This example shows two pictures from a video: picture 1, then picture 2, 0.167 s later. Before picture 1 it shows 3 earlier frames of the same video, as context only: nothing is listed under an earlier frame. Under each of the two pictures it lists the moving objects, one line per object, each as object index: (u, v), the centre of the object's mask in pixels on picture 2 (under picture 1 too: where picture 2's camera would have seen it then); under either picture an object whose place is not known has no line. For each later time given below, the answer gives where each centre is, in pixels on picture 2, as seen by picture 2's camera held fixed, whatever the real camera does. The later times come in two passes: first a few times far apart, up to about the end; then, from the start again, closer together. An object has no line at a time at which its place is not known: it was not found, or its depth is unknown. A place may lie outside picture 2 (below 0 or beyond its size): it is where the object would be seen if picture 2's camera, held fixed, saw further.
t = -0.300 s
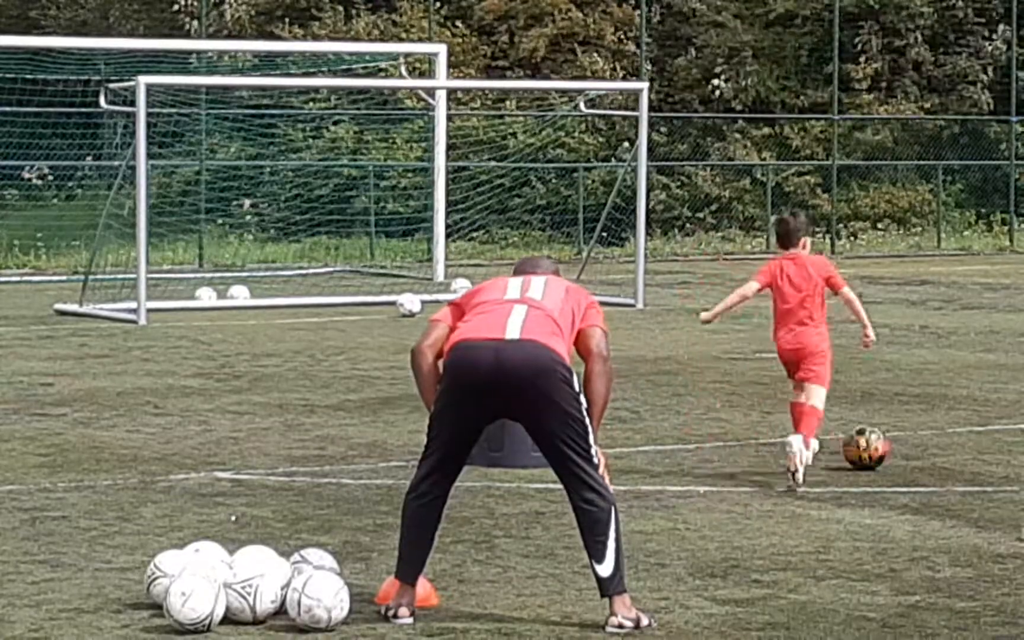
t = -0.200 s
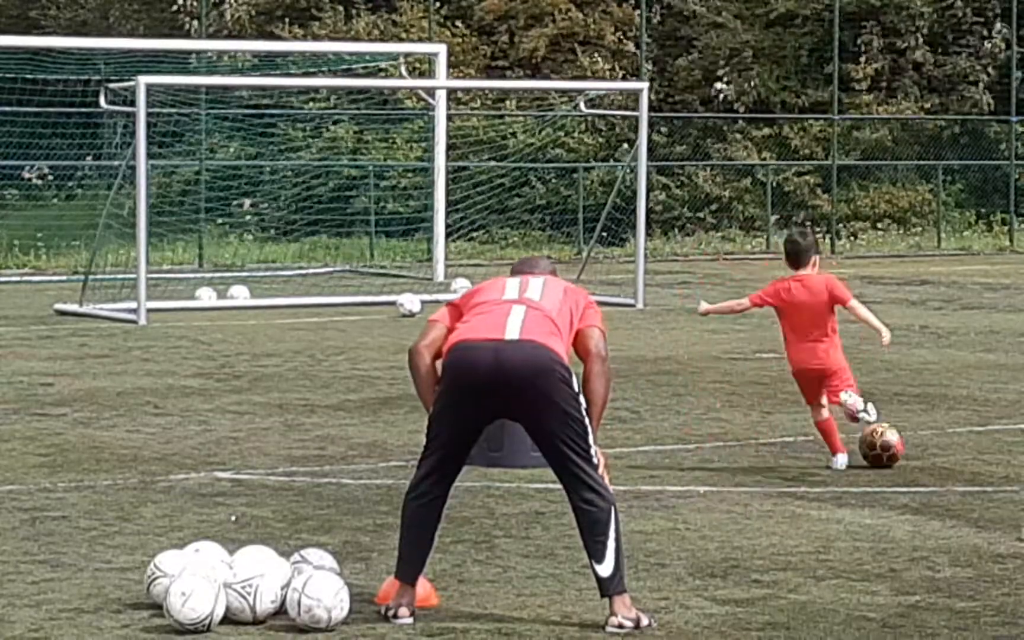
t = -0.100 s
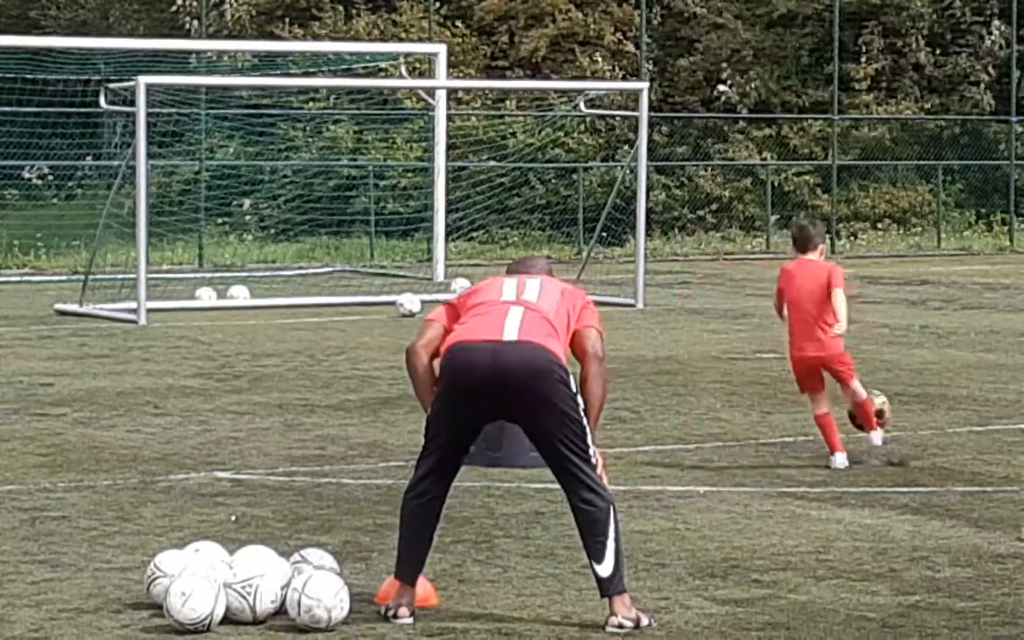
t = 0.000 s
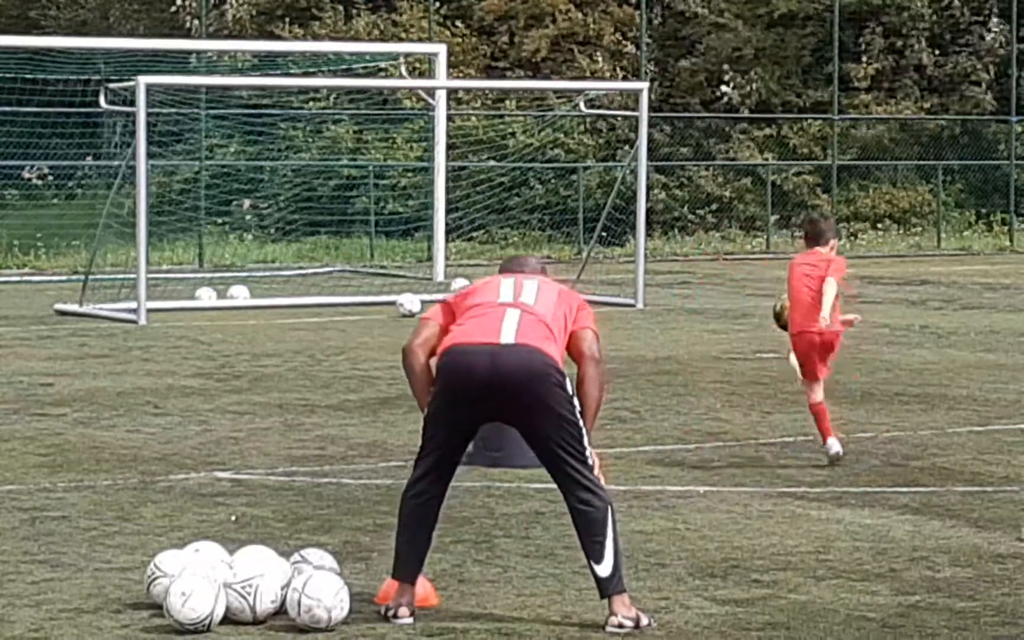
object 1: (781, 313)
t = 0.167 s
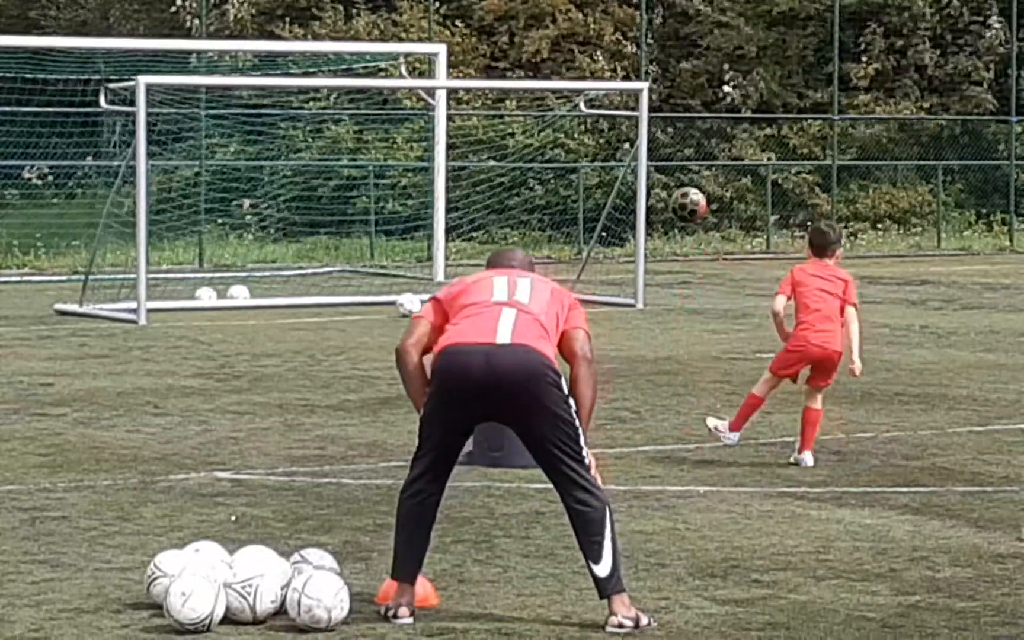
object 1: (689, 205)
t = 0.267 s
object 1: (635, 167)
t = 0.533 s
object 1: (516, 131)
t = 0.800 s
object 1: (415, 169)
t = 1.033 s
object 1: (334, 245)
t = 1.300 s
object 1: (329, 213)
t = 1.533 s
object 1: (358, 157)
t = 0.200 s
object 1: (670, 190)
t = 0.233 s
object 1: (653, 178)
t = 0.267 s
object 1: (635, 167)
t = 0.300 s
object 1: (618, 156)
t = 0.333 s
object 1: (603, 150)
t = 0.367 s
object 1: (589, 143)
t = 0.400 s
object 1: (572, 138)
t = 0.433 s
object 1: (559, 136)
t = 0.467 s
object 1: (544, 134)
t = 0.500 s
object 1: (529, 131)
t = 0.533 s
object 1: (516, 131)
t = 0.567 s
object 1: (502, 132)
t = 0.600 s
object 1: (490, 135)
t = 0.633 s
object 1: (478, 139)
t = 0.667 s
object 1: (468, 140)
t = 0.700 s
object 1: (452, 149)
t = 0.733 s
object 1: (440, 155)
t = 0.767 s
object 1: (426, 161)
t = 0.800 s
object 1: (415, 169)
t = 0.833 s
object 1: (403, 178)
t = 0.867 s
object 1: (390, 187)
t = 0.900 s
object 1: (380, 198)
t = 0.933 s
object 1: (370, 207)
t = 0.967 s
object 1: (357, 218)
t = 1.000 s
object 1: (346, 232)
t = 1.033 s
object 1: (334, 245)
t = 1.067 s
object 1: (322, 259)
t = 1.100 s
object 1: (311, 273)
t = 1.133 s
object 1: (300, 288)
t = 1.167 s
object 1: (302, 280)
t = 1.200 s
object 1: (309, 261)
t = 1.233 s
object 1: (315, 242)
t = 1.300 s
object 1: (329, 213)
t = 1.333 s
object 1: (334, 198)
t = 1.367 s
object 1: (339, 185)
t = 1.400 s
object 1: (343, 178)
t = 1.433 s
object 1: (347, 169)
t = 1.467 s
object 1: (352, 163)
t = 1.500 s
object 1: (356, 159)
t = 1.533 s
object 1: (358, 157)
